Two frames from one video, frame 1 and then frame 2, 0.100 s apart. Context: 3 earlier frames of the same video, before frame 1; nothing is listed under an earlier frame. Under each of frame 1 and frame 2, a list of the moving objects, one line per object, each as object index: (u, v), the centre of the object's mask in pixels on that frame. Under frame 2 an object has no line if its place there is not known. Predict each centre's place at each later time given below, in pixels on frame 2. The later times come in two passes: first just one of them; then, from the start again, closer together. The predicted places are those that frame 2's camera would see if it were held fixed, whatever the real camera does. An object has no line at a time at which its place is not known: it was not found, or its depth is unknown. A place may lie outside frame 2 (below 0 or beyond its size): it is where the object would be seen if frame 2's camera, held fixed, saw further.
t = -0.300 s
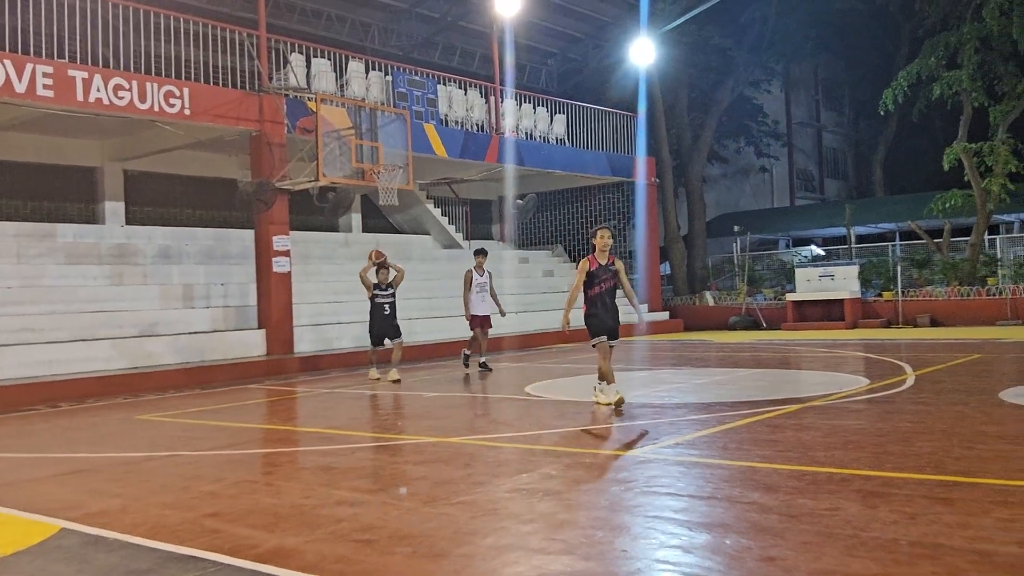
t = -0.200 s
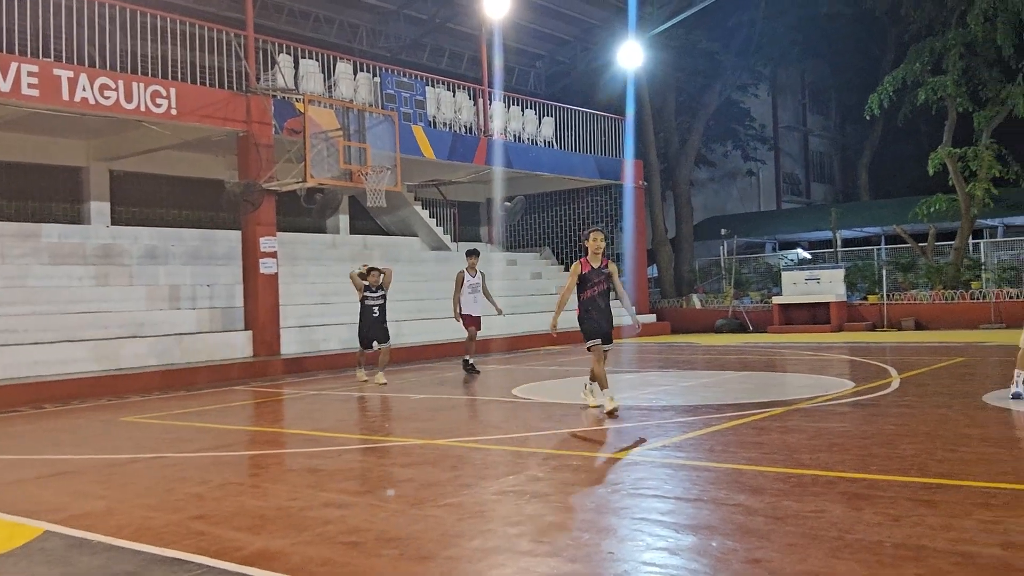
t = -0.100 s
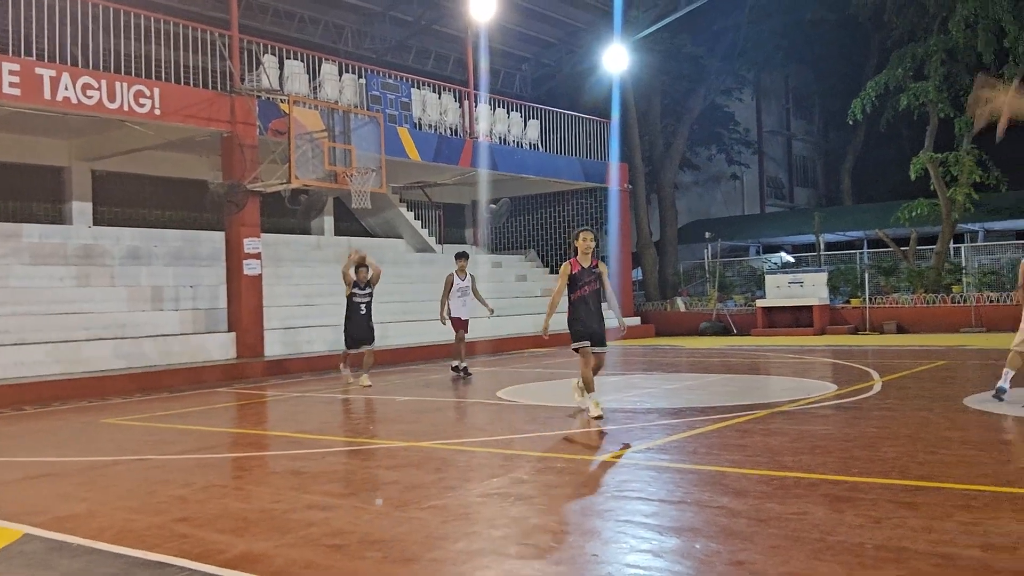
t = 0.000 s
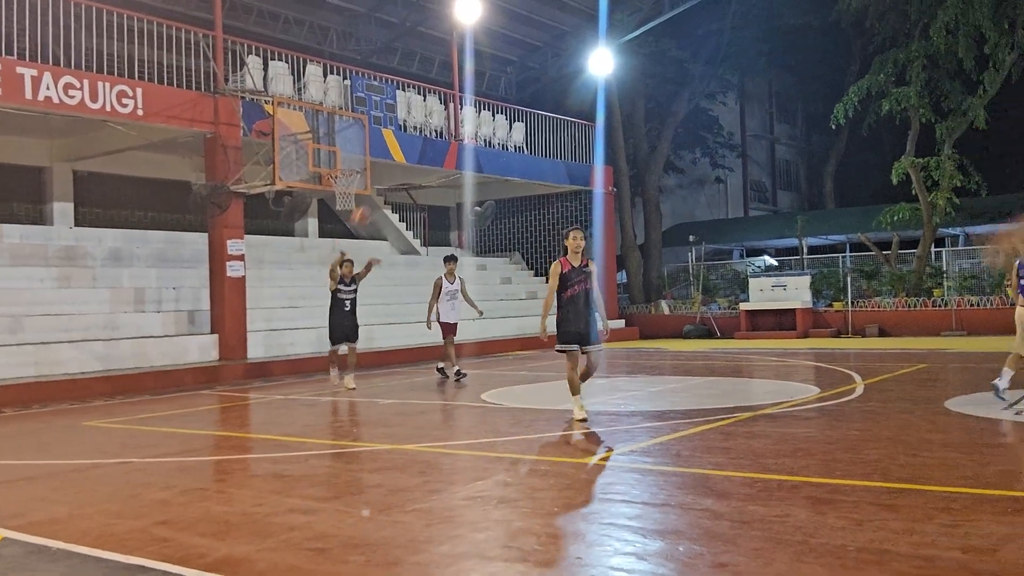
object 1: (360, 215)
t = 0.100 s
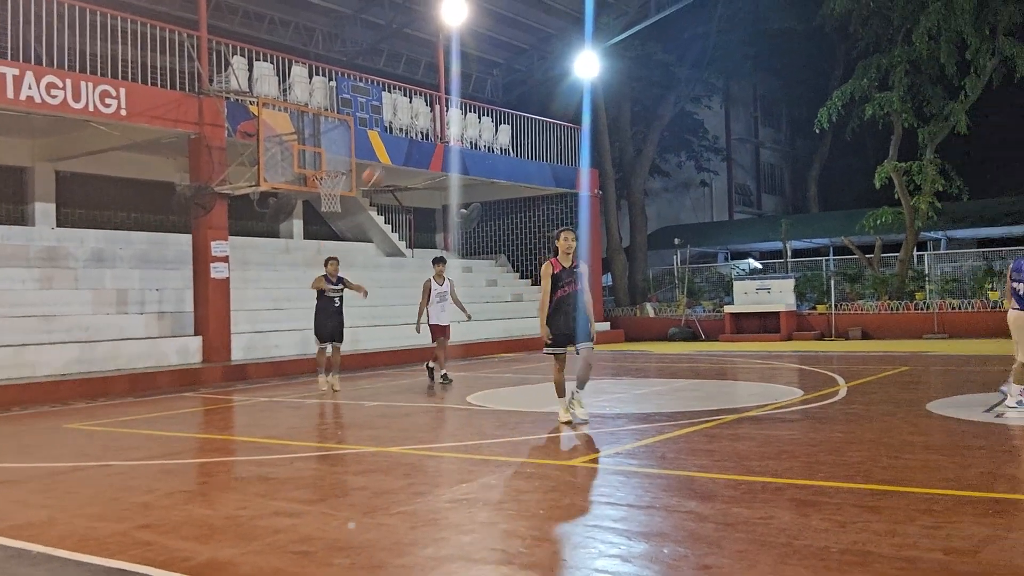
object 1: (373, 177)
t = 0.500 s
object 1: (550, 42)
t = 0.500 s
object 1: (550, 42)
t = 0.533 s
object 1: (572, 33)
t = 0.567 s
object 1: (598, 27)
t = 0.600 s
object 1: (625, 20)
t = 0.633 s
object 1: (655, 16)
